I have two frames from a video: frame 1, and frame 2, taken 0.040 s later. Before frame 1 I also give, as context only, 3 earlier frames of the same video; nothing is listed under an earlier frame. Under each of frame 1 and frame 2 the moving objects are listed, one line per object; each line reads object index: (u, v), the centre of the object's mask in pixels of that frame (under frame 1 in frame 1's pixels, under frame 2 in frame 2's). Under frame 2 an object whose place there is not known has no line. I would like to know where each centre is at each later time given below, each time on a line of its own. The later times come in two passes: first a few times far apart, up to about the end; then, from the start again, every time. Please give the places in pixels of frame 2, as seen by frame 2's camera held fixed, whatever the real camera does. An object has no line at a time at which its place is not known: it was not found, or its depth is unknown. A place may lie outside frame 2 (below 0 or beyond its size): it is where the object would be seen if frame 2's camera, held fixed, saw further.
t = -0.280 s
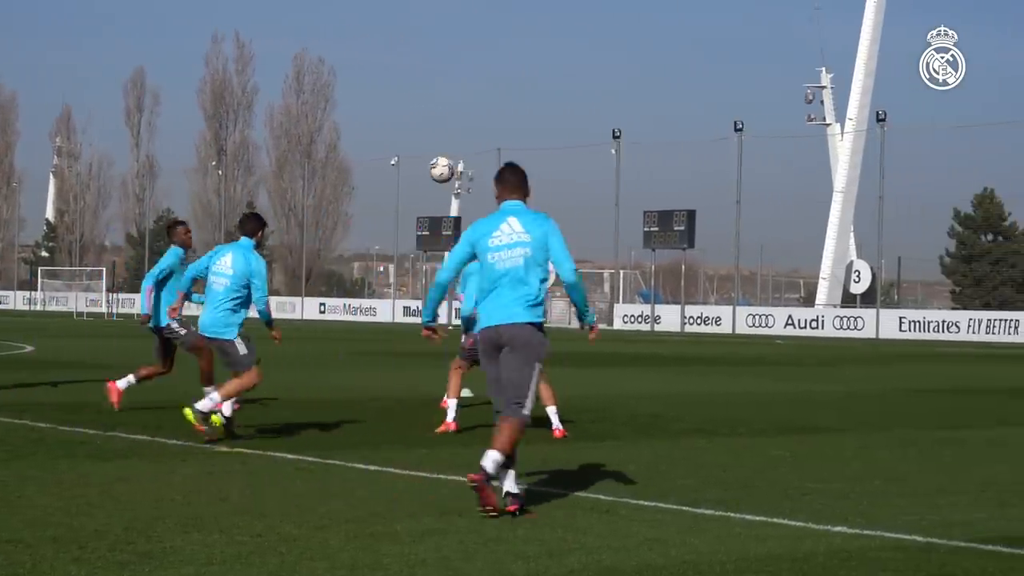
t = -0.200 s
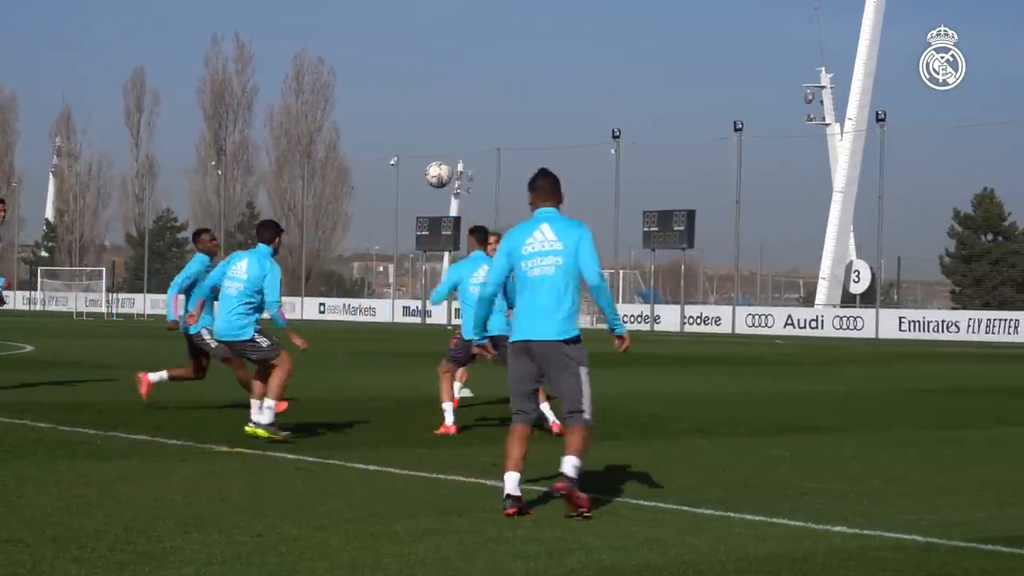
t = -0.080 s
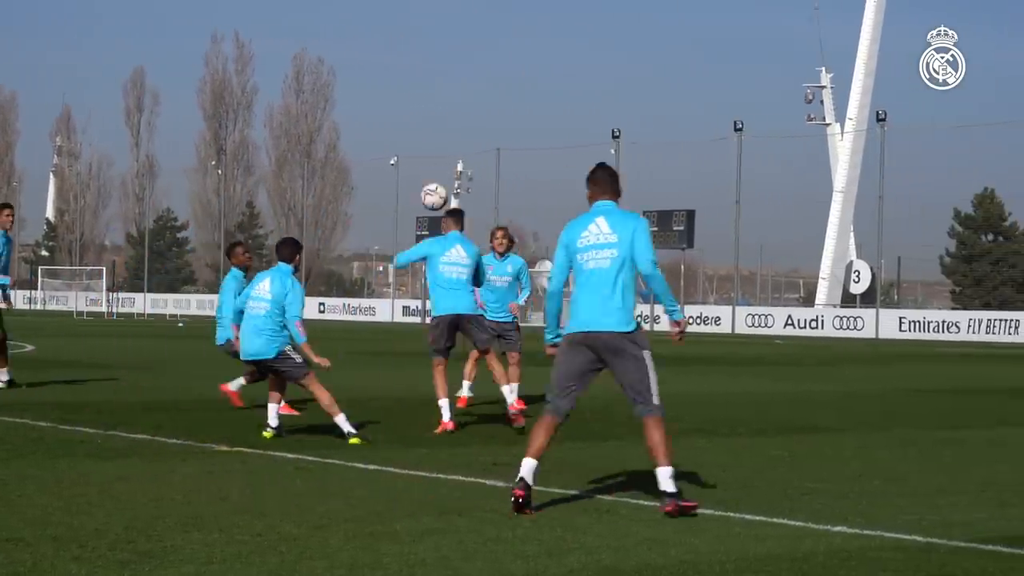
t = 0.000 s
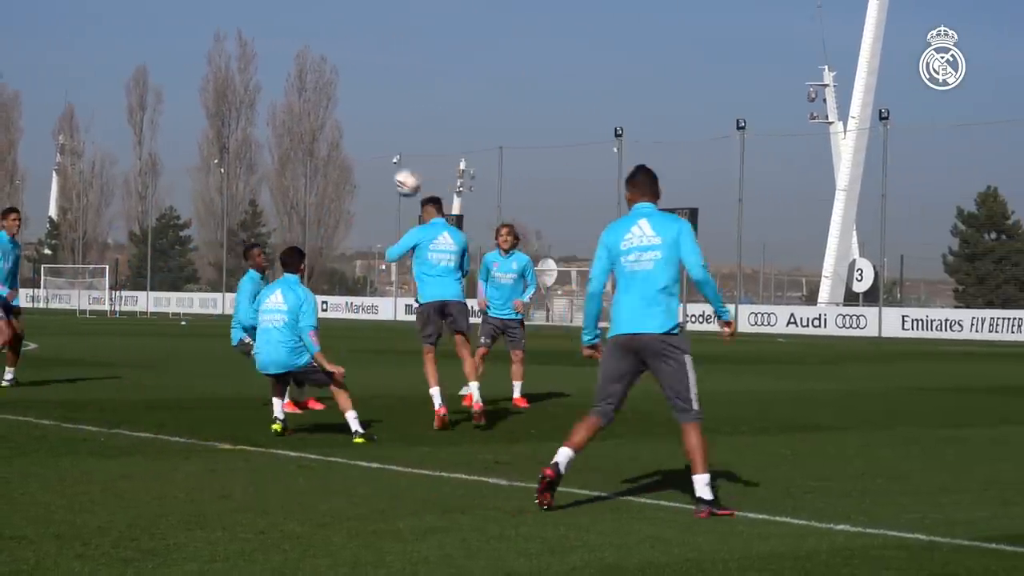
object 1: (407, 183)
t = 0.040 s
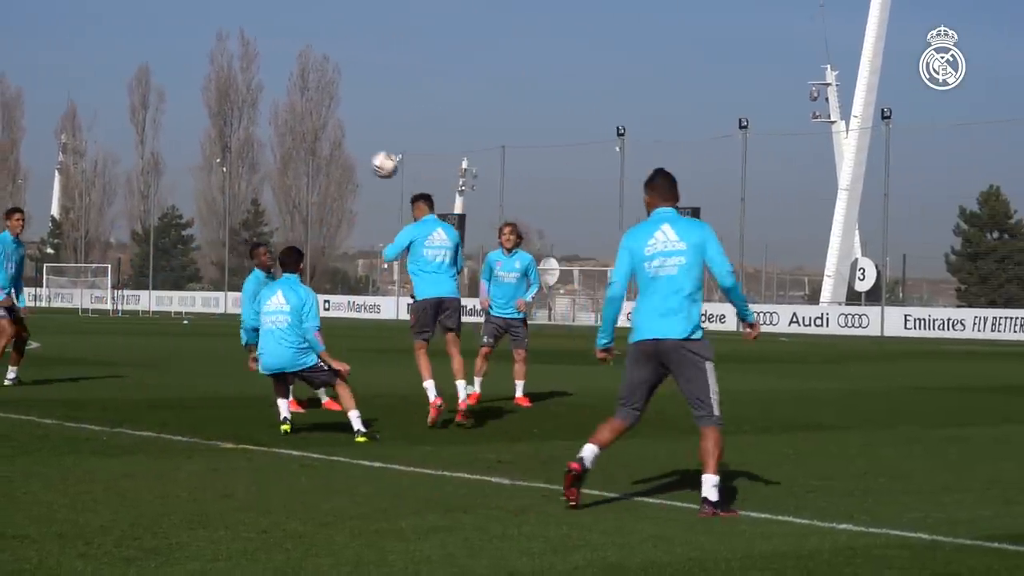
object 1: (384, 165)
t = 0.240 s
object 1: (269, 110)
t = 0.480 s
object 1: (146, 111)
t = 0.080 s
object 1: (361, 149)
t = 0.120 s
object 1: (337, 136)
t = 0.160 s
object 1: (314, 125)
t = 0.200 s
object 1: (291, 117)
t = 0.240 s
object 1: (269, 110)
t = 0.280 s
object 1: (247, 106)
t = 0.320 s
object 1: (226, 103)
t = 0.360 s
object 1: (205, 103)
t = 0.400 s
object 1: (185, 103)
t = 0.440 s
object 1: (165, 107)
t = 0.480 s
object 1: (146, 111)
